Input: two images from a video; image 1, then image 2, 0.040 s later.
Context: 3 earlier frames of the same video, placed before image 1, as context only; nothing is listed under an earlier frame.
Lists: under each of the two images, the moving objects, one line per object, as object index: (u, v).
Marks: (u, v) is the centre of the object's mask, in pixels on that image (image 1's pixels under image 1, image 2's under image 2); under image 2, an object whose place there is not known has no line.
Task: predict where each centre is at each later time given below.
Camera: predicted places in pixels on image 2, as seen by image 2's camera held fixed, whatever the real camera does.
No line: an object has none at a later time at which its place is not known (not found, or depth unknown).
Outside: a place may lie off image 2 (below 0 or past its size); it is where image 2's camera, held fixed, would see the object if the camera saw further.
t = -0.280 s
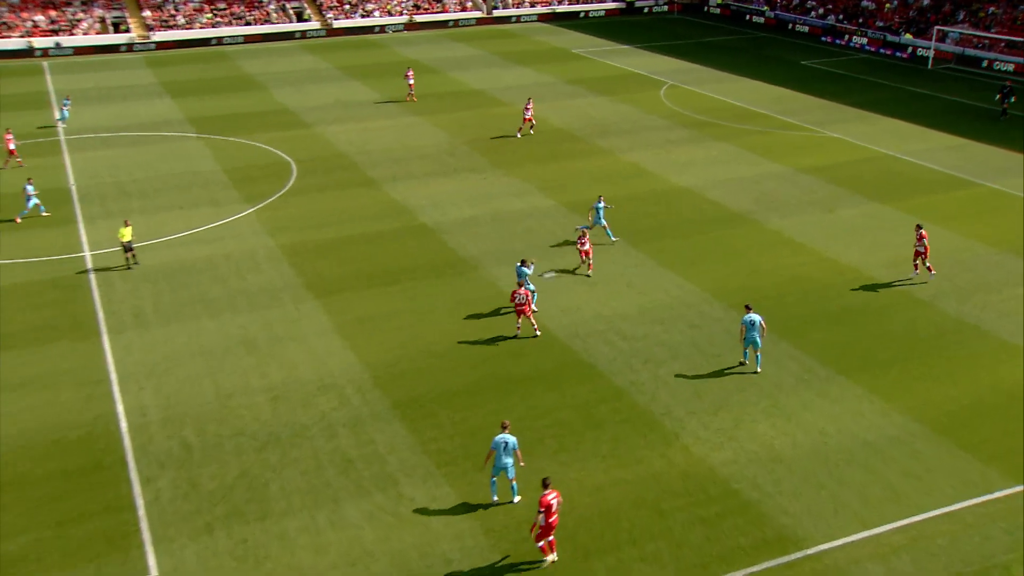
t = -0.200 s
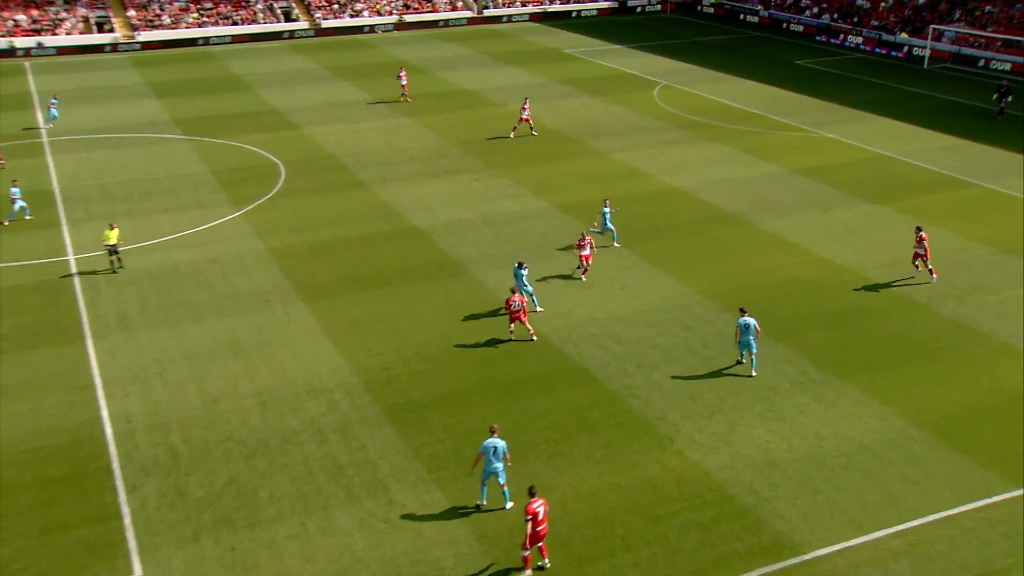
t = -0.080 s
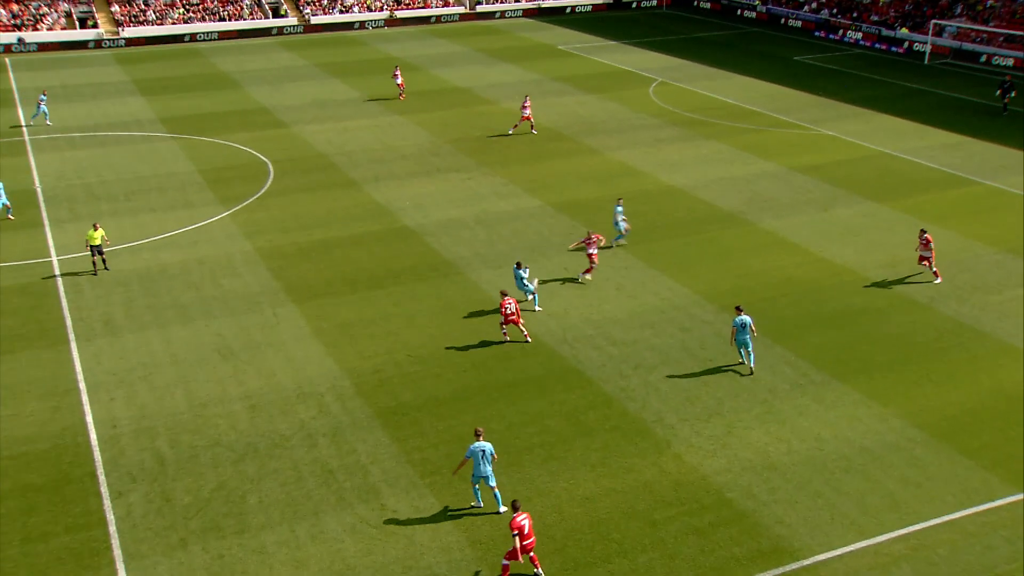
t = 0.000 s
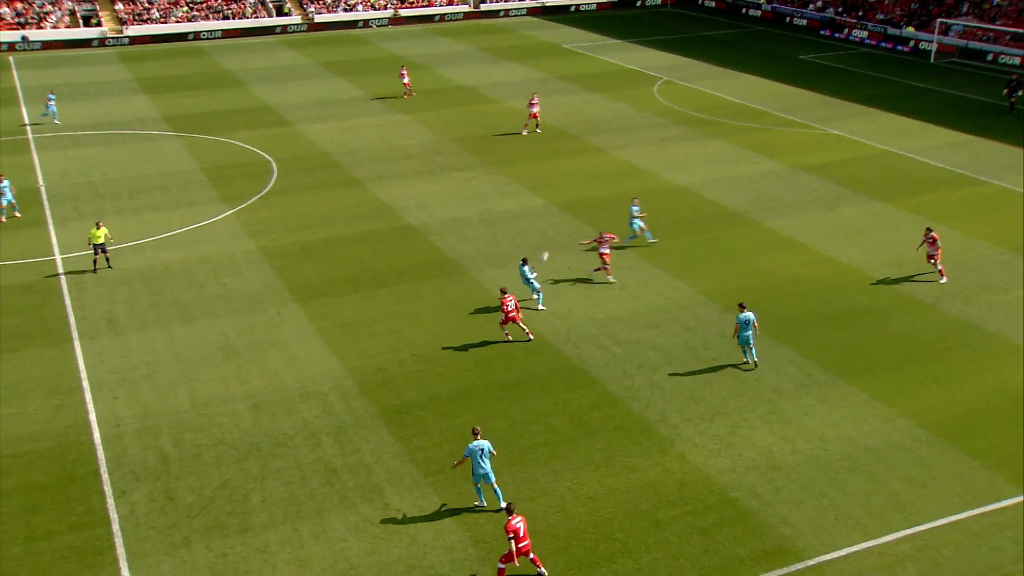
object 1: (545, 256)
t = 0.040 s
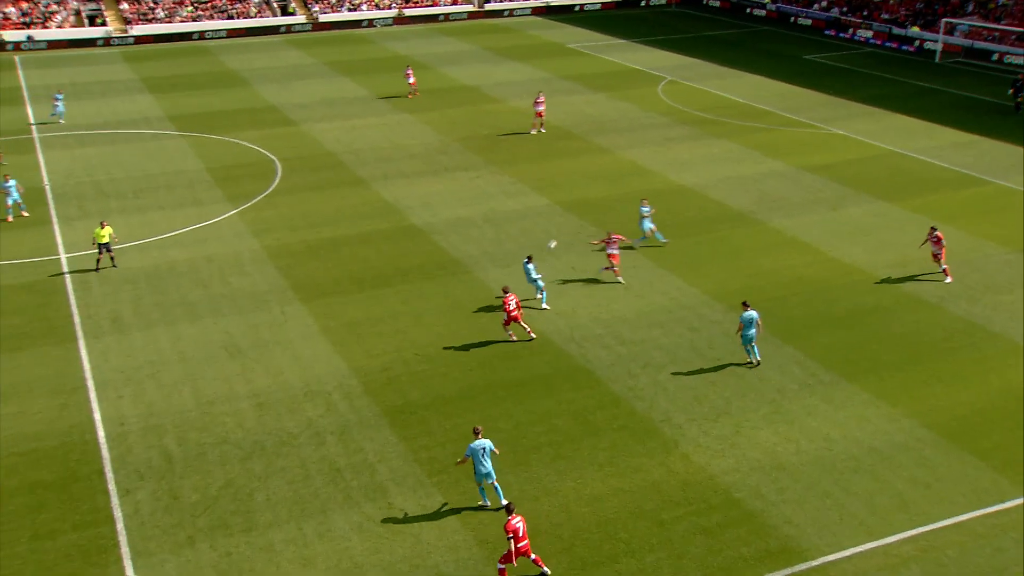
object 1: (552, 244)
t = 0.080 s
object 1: (556, 233)
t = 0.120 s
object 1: (560, 222)
